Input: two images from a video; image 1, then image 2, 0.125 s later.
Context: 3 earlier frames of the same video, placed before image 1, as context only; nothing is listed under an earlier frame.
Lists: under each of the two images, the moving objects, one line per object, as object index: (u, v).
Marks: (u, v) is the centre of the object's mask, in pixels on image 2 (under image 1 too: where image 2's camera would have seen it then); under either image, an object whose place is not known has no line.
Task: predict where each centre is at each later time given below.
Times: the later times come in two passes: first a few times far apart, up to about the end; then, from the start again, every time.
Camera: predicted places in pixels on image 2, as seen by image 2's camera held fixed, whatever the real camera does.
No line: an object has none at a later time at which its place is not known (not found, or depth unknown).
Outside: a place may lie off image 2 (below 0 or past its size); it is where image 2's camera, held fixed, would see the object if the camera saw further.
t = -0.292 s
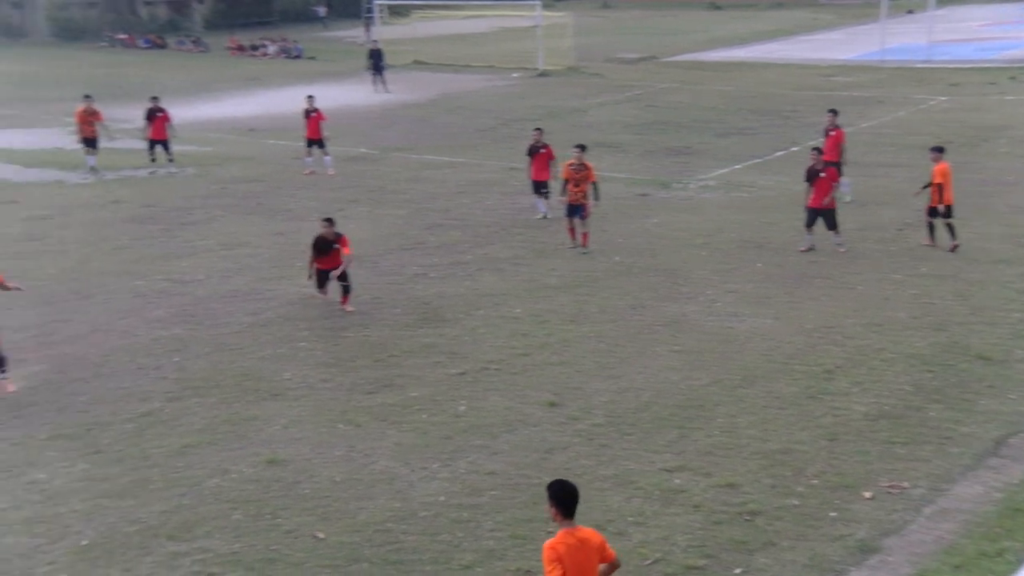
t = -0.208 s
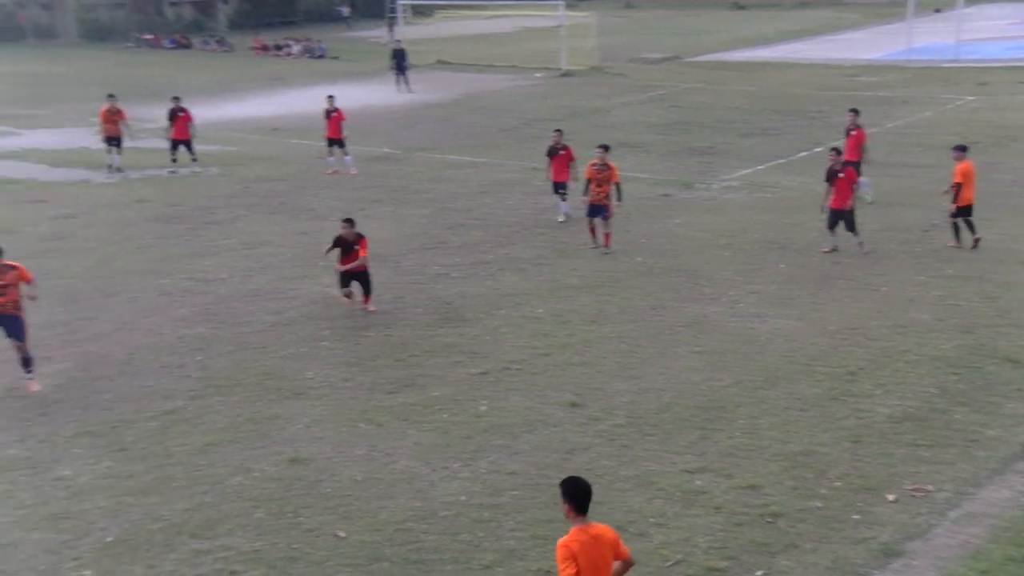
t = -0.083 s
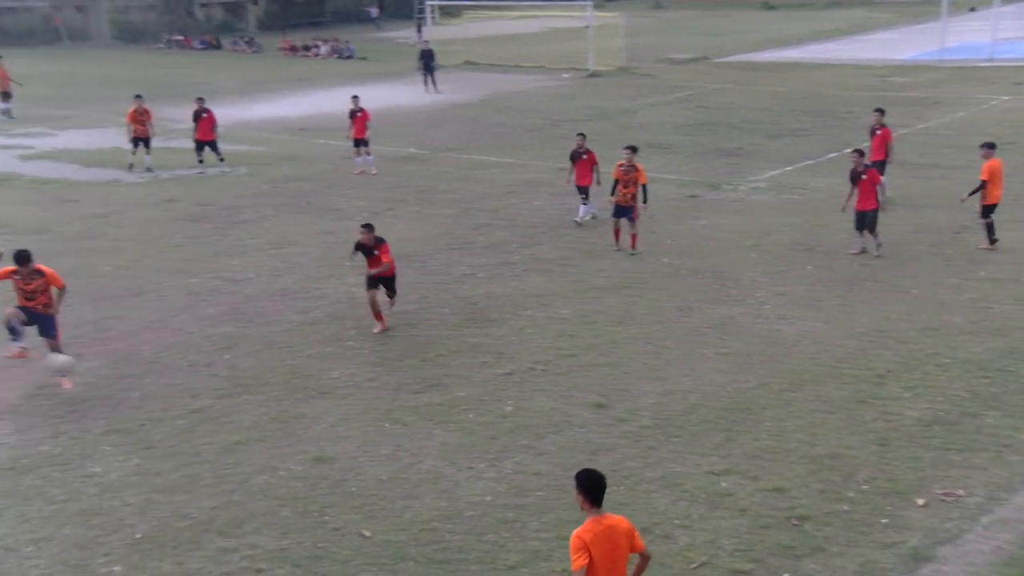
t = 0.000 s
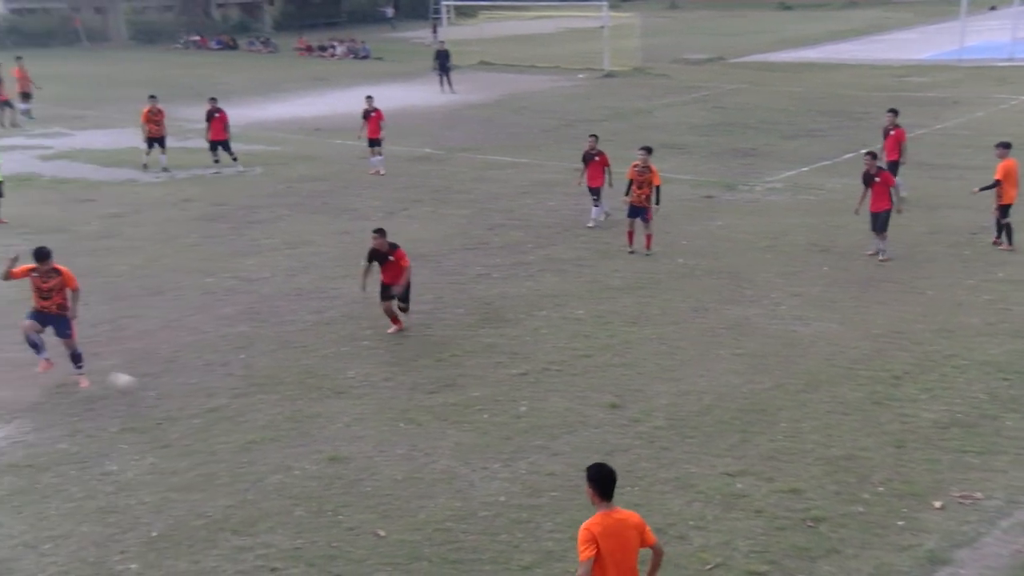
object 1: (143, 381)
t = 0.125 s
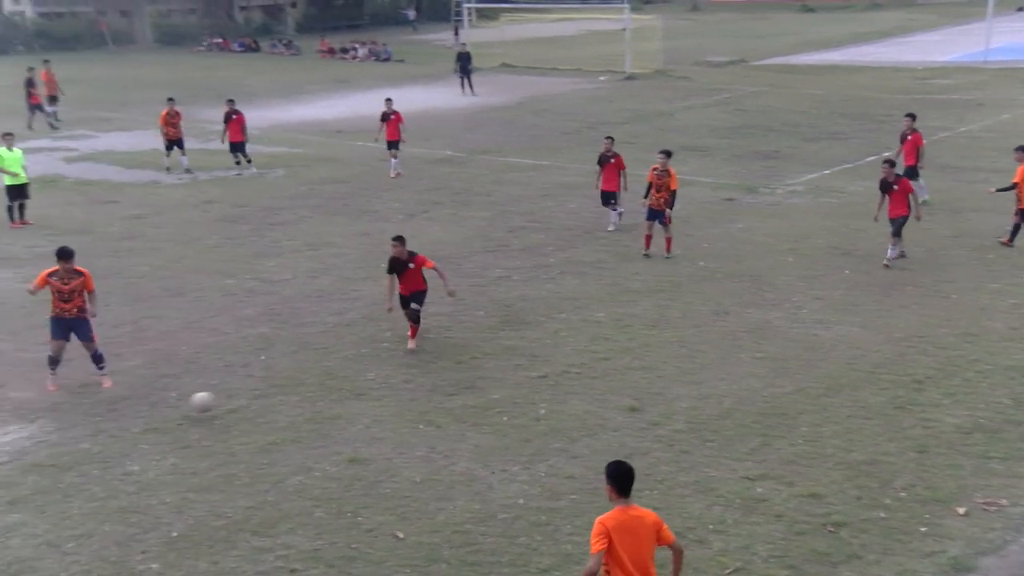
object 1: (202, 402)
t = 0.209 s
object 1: (231, 396)
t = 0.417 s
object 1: (311, 409)
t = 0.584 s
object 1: (376, 434)
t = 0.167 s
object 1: (216, 397)
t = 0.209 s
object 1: (231, 396)
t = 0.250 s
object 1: (246, 395)
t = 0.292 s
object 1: (262, 396)
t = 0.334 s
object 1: (278, 399)
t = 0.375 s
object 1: (295, 404)
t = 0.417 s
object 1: (311, 409)
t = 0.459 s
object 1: (326, 416)
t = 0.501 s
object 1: (344, 426)
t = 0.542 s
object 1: (361, 439)
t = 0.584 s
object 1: (376, 434)
